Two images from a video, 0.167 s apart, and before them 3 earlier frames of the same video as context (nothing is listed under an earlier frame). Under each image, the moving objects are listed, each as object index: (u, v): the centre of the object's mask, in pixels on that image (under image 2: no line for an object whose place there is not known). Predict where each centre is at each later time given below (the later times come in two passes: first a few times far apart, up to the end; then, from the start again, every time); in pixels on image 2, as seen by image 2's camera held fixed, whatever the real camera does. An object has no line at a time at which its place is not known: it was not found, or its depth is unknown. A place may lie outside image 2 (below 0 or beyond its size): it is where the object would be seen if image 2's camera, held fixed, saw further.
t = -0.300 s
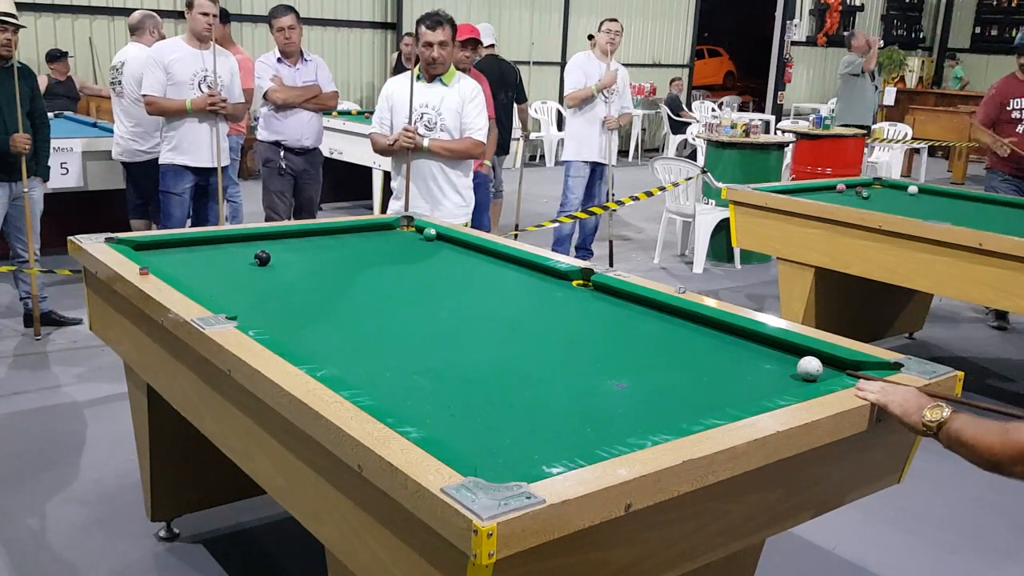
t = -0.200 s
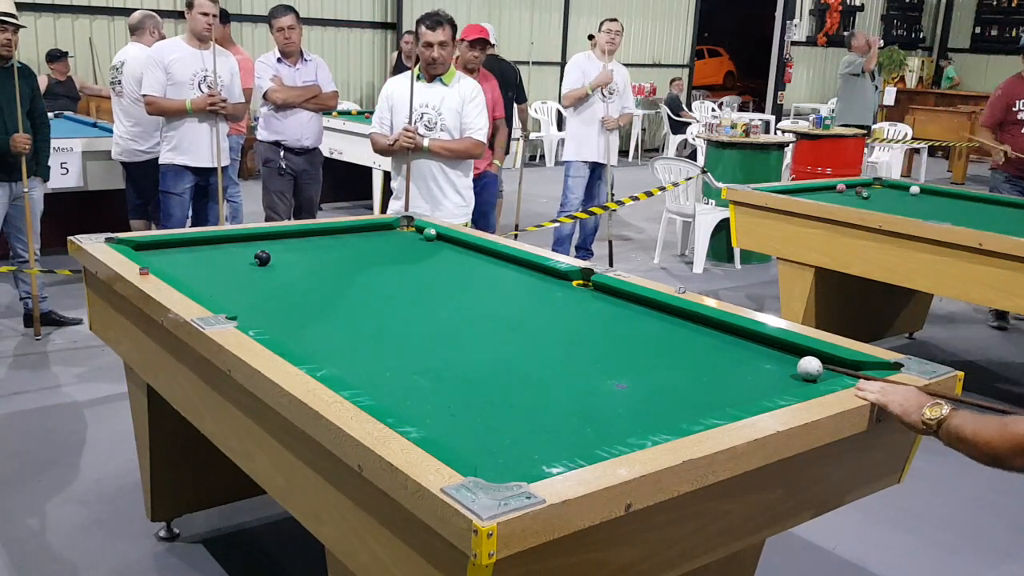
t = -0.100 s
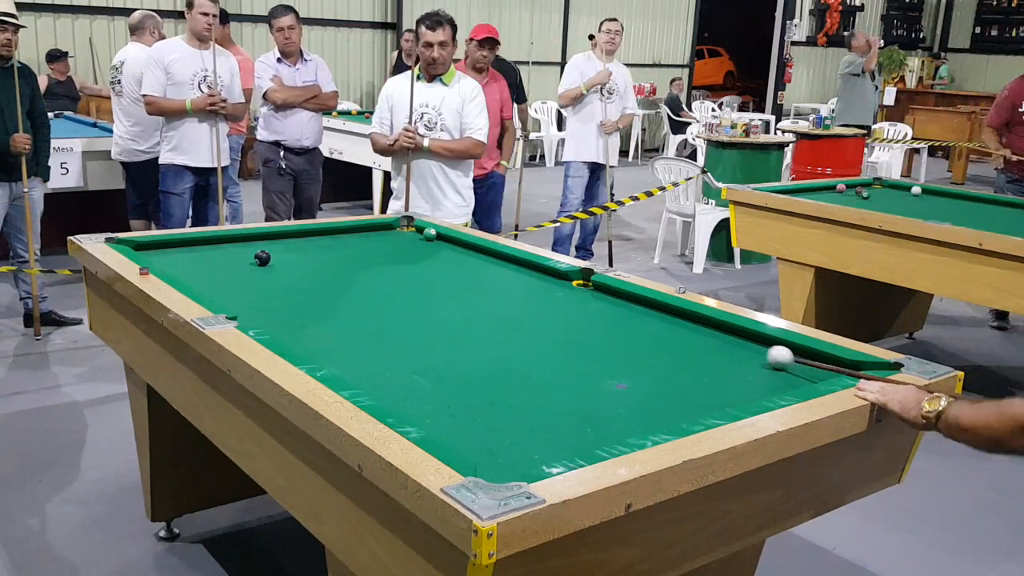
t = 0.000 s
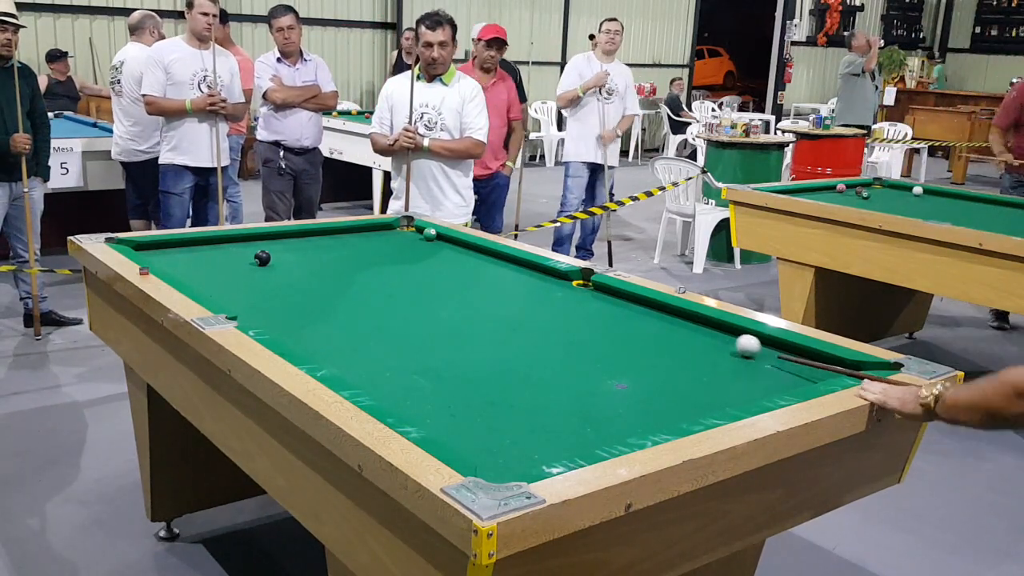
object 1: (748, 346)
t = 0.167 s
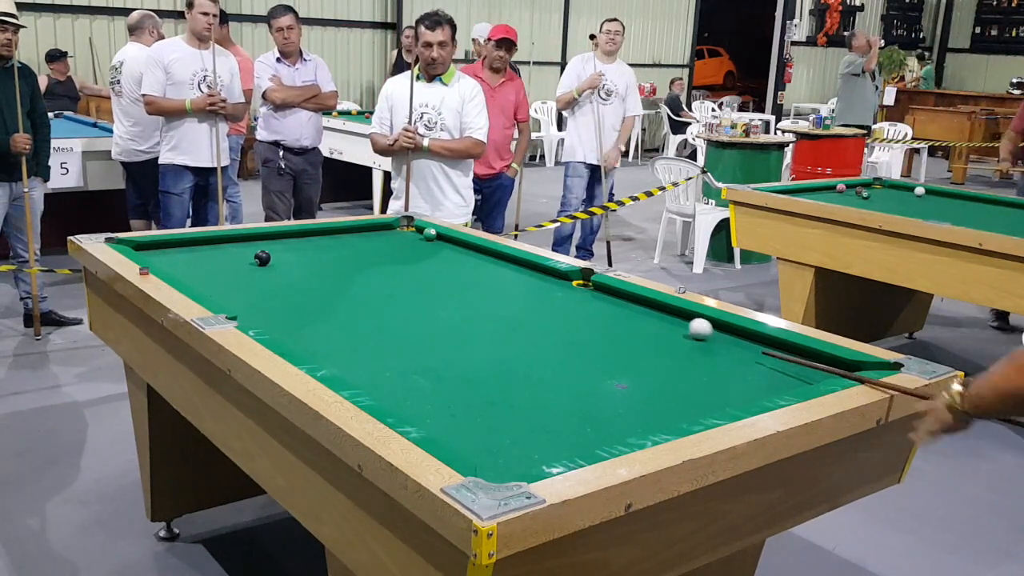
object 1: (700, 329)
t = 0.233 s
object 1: (683, 323)
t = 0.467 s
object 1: (628, 304)
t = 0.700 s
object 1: (580, 287)
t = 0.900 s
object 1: (544, 274)
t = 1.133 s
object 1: (508, 261)
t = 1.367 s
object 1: (476, 250)
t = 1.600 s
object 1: (447, 240)
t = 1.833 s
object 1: (429, 234)
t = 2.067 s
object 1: (419, 231)
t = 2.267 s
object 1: (411, 228)
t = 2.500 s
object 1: (405, 226)
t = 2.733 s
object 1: (403, 225)
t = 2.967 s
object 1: (402, 226)
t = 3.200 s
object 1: (401, 225)
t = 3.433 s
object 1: (400, 225)
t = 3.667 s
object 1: (400, 225)
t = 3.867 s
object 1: (400, 225)
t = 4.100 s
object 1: (400, 225)
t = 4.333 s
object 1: (400, 225)
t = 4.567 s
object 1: (400, 225)
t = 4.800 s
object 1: (400, 225)
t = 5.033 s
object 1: (400, 225)
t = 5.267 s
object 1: (400, 225)
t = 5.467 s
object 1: (400, 225)
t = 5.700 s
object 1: (400, 225)
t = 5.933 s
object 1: (400, 225)
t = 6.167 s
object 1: (400, 225)
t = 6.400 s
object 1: (400, 225)
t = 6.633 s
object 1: (400, 225)
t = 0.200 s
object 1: (691, 326)
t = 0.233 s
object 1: (683, 323)
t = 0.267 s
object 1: (674, 320)
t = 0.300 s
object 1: (666, 317)
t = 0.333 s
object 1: (658, 314)
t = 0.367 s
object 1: (650, 311)
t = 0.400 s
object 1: (642, 309)
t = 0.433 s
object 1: (635, 306)
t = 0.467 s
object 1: (628, 304)
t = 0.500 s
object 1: (620, 301)
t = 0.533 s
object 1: (613, 299)
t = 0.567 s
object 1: (607, 296)
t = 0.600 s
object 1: (600, 294)
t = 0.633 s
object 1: (593, 292)
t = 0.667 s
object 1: (587, 290)
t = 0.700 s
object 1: (580, 287)
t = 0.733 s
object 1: (574, 285)
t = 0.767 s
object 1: (567, 282)
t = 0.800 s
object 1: (561, 280)
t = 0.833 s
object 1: (556, 278)
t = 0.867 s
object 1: (550, 276)
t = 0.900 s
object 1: (544, 274)
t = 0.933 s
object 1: (539, 273)
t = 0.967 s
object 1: (533, 271)
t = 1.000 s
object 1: (528, 268)
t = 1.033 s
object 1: (523, 267)
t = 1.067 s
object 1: (518, 265)
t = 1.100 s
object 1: (513, 263)
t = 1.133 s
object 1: (508, 261)
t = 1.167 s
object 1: (503, 260)
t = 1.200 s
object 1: (498, 258)
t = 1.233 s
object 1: (494, 256)
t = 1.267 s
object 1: (489, 255)
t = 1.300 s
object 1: (485, 253)
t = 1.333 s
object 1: (480, 252)
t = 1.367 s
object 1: (476, 250)
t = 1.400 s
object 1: (472, 249)
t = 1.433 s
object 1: (468, 247)
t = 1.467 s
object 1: (463, 246)
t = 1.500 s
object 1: (460, 244)
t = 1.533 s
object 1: (455, 243)
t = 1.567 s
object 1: (451, 242)
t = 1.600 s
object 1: (447, 240)
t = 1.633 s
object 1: (444, 239)
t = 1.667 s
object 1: (440, 238)
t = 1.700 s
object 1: (436, 236)
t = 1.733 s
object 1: (435, 236)
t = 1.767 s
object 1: (433, 235)
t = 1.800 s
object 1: (432, 235)
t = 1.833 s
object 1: (429, 234)
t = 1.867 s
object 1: (427, 233)
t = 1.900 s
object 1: (426, 233)
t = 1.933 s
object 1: (424, 232)
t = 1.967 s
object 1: (423, 232)
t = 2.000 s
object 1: (422, 231)
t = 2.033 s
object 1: (420, 231)
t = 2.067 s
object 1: (419, 231)
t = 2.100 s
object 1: (418, 230)
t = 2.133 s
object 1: (416, 230)
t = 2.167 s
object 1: (415, 229)
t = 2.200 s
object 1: (414, 229)
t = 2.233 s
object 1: (413, 229)
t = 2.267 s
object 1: (411, 228)
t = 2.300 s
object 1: (410, 228)
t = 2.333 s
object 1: (409, 228)
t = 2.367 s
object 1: (408, 227)
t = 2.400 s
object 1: (407, 227)
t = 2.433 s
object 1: (406, 226)
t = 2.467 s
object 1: (405, 226)
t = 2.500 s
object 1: (405, 226)
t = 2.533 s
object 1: (405, 226)
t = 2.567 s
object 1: (404, 225)
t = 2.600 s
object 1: (404, 225)
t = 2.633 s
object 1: (404, 225)
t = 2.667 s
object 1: (404, 225)
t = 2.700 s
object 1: (403, 225)
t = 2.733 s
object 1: (403, 225)
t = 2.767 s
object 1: (403, 225)
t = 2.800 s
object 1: (403, 225)
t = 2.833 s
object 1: (403, 225)
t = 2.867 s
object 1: (403, 225)
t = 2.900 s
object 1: (402, 225)
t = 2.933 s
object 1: (402, 226)
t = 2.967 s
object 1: (402, 226)
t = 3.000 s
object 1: (401, 226)
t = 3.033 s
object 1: (401, 226)
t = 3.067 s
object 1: (401, 226)
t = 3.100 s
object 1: (401, 226)
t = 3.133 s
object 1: (401, 225)
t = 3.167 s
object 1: (401, 226)
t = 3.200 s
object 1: (401, 225)
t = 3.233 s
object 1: (401, 225)
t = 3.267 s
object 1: (401, 225)
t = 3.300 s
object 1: (401, 225)
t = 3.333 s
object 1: (401, 225)
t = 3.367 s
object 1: (401, 225)
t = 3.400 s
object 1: (400, 225)
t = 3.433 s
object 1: (400, 225)
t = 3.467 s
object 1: (400, 225)
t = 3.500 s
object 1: (400, 225)
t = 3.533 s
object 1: (400, 225)
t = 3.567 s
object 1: (400, 225)
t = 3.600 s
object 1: (400, 225)
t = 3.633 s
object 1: (400, 225)
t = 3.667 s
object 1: (400, 225)
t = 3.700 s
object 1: (400, 225)
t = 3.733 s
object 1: (400, 225)
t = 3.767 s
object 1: (400, 225)
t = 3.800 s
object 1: (400, 225)
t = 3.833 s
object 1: (400, 225)
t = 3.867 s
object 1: (400, 225)
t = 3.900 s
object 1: (400, 225)
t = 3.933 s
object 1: (400, 225)
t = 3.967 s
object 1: (400, 225)
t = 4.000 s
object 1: (400, 225)
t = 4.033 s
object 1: (400, 225)
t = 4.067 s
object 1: (400, 225)
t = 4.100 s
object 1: (400, 225)
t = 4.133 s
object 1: (400, 225)
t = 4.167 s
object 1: (400, 225)
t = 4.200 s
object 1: (400, 225)
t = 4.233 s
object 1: (400, 225)
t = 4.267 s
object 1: (400, 225)
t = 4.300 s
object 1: (400, 225)
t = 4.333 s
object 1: (400, 225)
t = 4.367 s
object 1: (400, 225)
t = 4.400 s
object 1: (400, 225)
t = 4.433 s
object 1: (400, 225)
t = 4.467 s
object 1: (400, 225)
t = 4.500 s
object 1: (400, 225)
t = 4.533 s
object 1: (400, 225)
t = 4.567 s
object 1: (400, 225)
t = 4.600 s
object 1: (400, 225)
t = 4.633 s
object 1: (400, 225)
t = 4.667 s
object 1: (400, 225)
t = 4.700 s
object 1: (400, 225)
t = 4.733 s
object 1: (400, 225)
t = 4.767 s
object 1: (400, 225)
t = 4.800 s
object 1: (400, 225)
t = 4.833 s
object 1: (400, 225)
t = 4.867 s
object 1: (400, 225)
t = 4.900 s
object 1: (400, 225)
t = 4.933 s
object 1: (400, 225)
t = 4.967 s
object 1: (400, 225)
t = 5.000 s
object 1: (400, 225)
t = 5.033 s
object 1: (400, 225)
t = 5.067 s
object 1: (400, 225)
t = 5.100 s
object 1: (400, 225)
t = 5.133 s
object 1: (400, 225)
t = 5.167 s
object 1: (400, 225)
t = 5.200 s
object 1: (400, 225)
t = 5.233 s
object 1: (400, 225)
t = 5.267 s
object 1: (400, 225)
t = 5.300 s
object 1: (400, 225)
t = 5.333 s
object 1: (400, 225)
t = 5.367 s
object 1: (400, 225)
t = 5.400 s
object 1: (400, 225)
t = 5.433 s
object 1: (400, 225)
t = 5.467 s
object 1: (400, 225)
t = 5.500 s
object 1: (400, 225)
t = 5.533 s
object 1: (400, 225)
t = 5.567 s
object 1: (400, 225)
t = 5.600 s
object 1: (400, 225)
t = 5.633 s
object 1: (400, 225)
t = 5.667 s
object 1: (400, 225)
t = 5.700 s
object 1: (400, 225)
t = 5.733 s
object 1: (400, 225)
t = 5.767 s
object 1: (400, 225)
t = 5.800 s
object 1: (400, 225)
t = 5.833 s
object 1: (400, 225)
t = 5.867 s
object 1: (400, 225)
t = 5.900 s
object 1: (400, 225)
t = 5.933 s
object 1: (400, 225)
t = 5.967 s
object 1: (400, 225)
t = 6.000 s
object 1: (400, 225)
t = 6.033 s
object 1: (400, 225)
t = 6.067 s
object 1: (400, 225)
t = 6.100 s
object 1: (400, 225)
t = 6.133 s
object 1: (400, 225)
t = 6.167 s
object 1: (400, 225)
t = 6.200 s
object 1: (400, 225)
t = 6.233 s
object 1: (400, 225)
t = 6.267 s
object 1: (400, 225)
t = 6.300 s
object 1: (400, 225)
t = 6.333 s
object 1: (400, 225)
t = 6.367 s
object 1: (400, 225)
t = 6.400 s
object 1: (400, 225)
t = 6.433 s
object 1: (400, 225)
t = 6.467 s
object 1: (400, 225)
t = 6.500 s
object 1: (400, 225)
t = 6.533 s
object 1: (400, 225)
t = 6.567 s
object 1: (400, 225)
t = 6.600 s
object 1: (400, 225)
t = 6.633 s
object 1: (400, 225)
